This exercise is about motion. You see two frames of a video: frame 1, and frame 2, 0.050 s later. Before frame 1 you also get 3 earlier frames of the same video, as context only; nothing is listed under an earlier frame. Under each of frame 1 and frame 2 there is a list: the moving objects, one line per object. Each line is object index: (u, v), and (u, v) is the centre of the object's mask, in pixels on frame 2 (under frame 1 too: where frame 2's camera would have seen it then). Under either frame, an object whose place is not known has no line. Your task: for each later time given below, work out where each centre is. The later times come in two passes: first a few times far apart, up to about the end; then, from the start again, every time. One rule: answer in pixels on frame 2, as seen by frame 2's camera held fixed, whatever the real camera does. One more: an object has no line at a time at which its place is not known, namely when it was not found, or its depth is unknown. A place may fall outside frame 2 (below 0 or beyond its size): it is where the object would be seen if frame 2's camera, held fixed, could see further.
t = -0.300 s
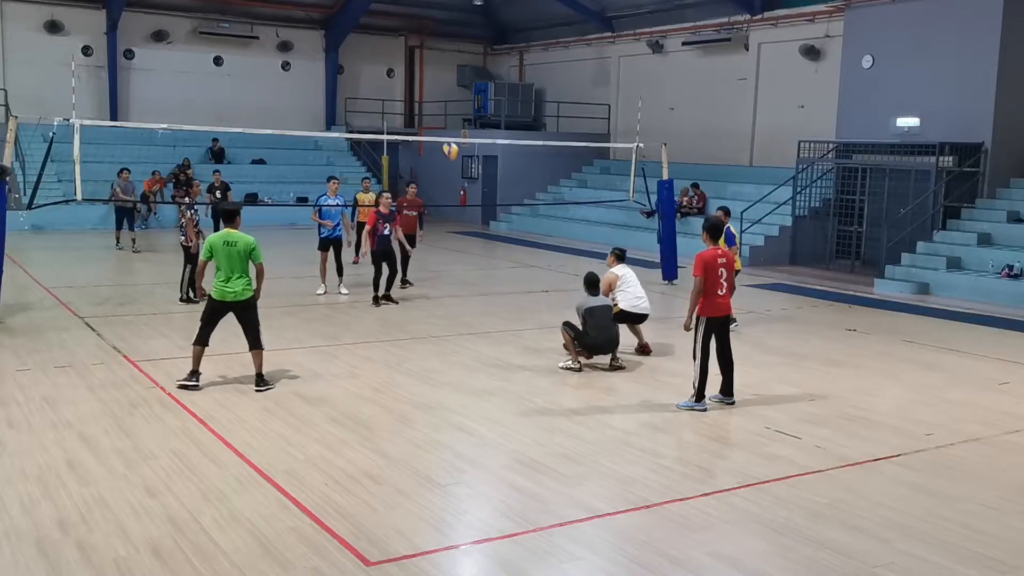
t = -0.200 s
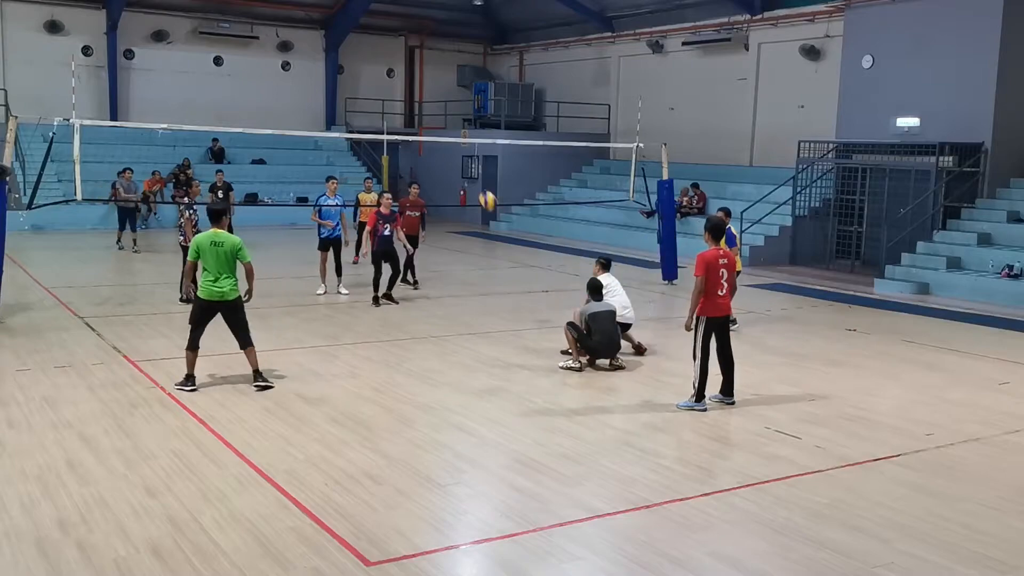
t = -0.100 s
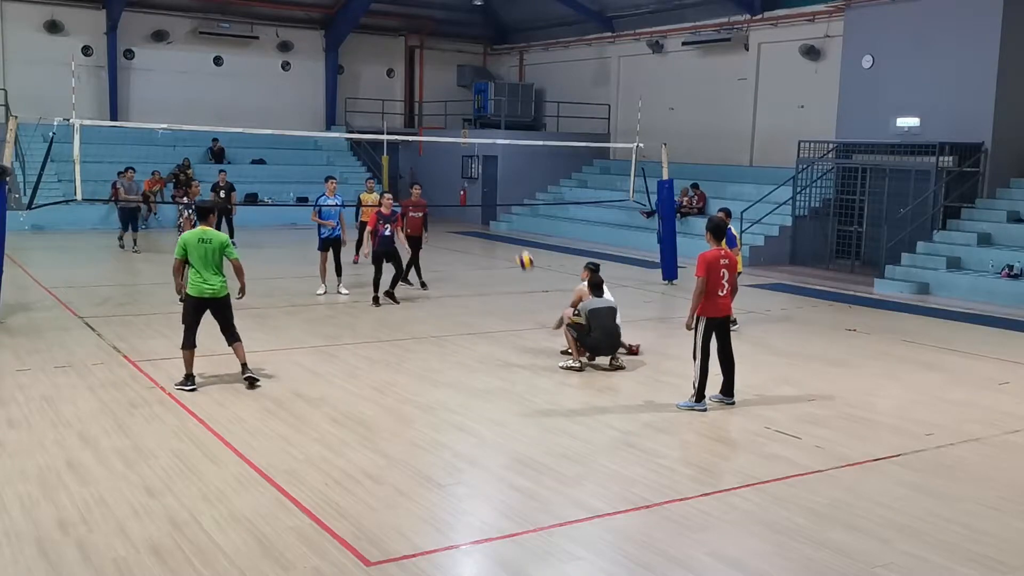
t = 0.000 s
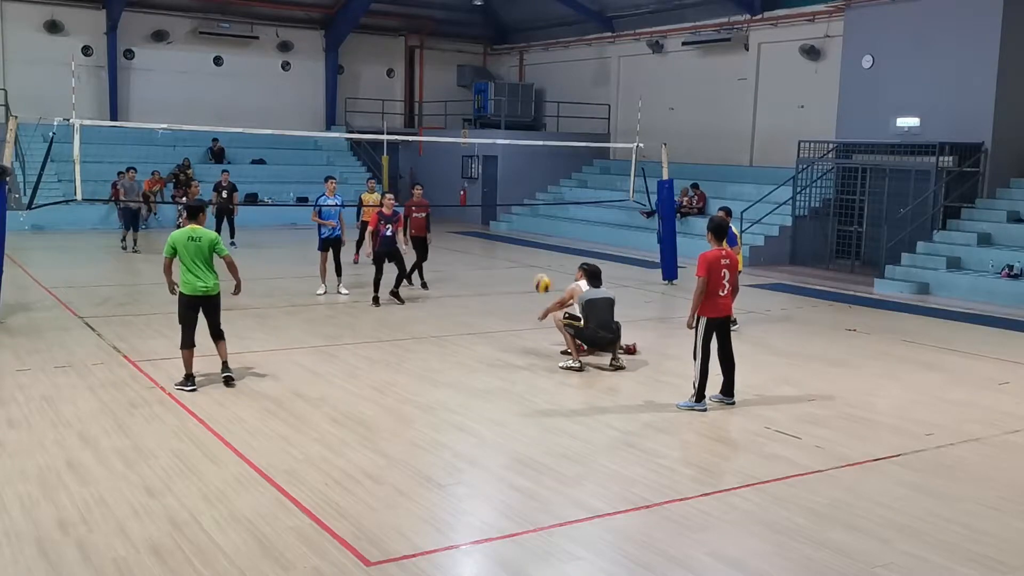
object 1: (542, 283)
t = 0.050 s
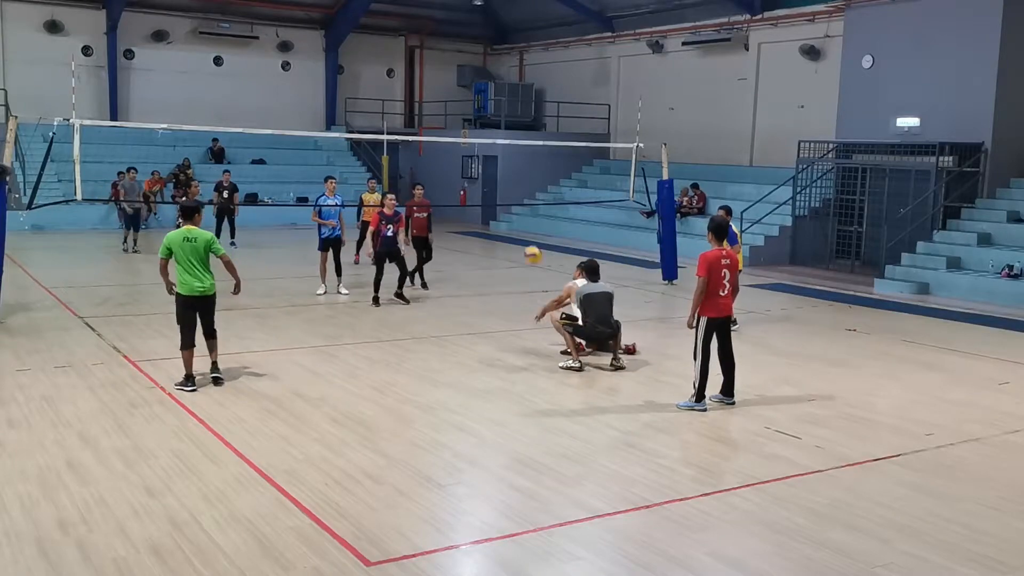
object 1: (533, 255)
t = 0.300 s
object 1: (487, 142)
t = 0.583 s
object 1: (436, 79)
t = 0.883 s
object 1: (384, 84)
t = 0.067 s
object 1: (529, 246)
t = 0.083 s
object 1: (527, 237)
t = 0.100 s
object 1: (524, 228)
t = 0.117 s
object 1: (520, 220)
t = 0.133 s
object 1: (517, 211)
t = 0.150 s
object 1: (513, 203)
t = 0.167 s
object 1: (511, 195)
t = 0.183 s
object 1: (508, 188)
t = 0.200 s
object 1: (504, 180)
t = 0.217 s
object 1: (501, 173)
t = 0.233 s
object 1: (498, 166)
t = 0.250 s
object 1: (495, 160)
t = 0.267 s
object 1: (492, 154)
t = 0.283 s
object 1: (489, 148)
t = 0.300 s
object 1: (487, 142)
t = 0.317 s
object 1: (484, 137)
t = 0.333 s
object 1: (480, 131)
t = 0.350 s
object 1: (477, 127)
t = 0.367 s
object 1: (474, 122)
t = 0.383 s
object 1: (471, 118)
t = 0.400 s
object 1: (469, 113)
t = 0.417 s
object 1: (466, 109)
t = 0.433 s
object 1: (462, 105)
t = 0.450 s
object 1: (459, 101)
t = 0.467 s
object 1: (456, 97)
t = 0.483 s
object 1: (453, 94)
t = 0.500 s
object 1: (451, 91)
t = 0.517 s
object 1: (447, 89)
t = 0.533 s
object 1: (444, 86)
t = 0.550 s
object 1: (441, 83)
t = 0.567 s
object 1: (439, 81)
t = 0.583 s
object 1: (436, 79)
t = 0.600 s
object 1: (433, 78)
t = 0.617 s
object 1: (430, 76)
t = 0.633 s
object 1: (427, 75)
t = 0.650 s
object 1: (424, 75)
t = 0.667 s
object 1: (421, 74)
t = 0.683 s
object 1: (418, 74)
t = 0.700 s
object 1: (415, 73)
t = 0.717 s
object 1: (413, 73)
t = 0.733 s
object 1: (410, 74)
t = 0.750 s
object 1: (407, 74)
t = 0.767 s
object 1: (404, 75)
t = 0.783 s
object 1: (401, 75)
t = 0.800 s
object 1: (399, 76)
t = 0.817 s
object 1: (396, 77)
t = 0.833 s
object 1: (392, 79)
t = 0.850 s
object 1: (390, 81)
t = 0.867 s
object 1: (387, 82)
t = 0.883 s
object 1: (384, 84)
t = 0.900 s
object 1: (382, 87)
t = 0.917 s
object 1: (379, 90)
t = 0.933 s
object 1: (376, 92)
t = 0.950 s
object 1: (374, 95)
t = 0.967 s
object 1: (371, 98)
